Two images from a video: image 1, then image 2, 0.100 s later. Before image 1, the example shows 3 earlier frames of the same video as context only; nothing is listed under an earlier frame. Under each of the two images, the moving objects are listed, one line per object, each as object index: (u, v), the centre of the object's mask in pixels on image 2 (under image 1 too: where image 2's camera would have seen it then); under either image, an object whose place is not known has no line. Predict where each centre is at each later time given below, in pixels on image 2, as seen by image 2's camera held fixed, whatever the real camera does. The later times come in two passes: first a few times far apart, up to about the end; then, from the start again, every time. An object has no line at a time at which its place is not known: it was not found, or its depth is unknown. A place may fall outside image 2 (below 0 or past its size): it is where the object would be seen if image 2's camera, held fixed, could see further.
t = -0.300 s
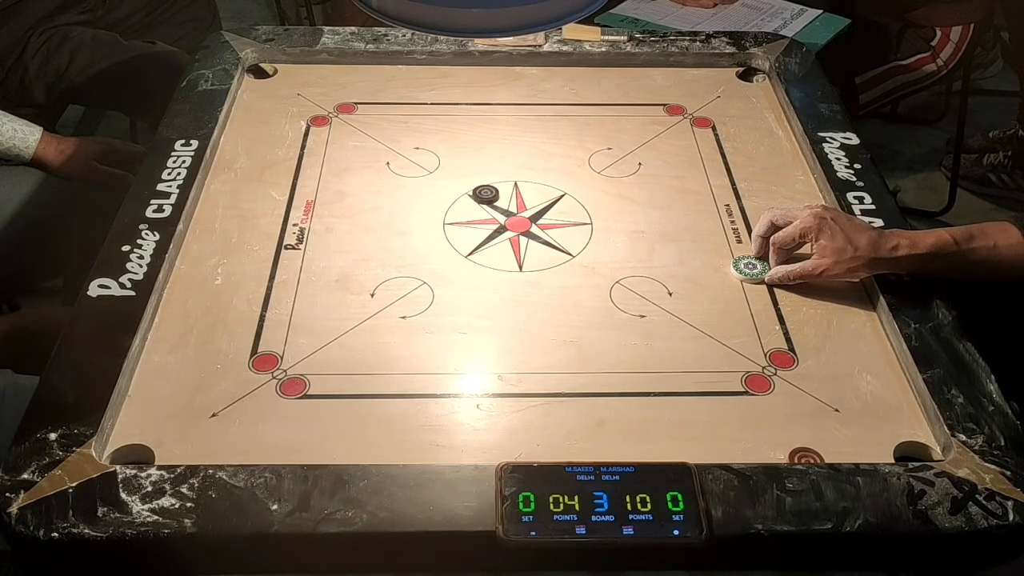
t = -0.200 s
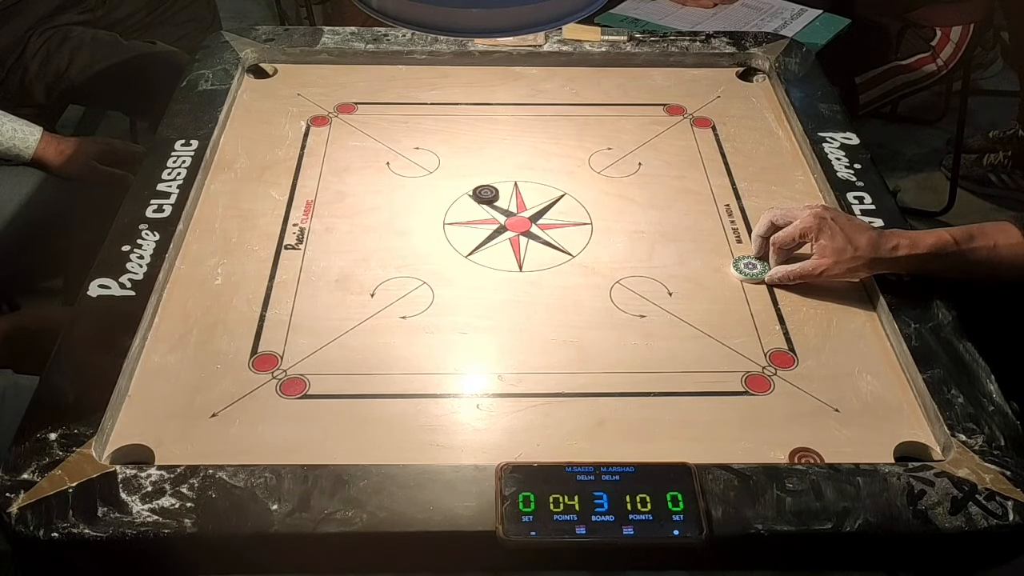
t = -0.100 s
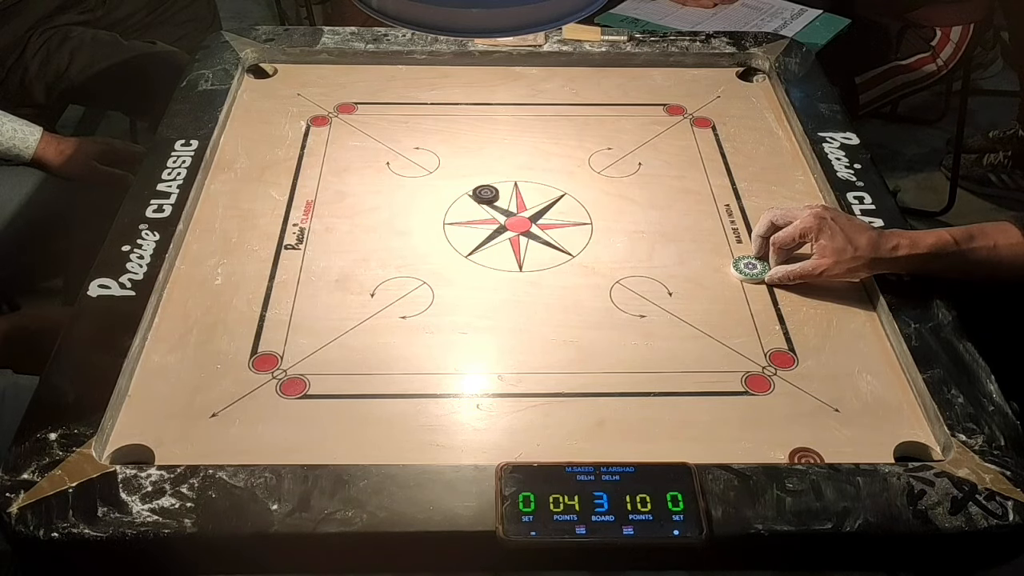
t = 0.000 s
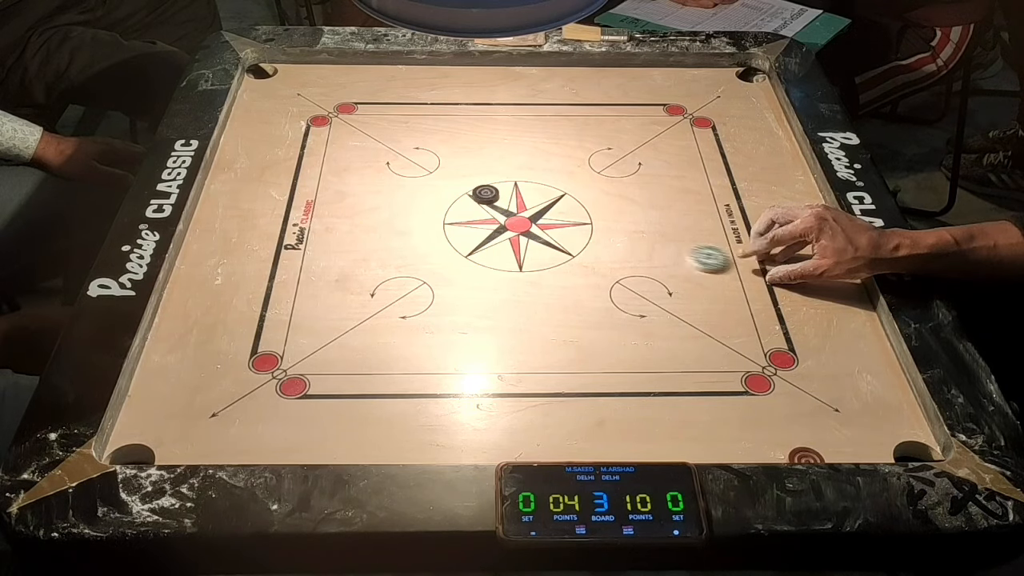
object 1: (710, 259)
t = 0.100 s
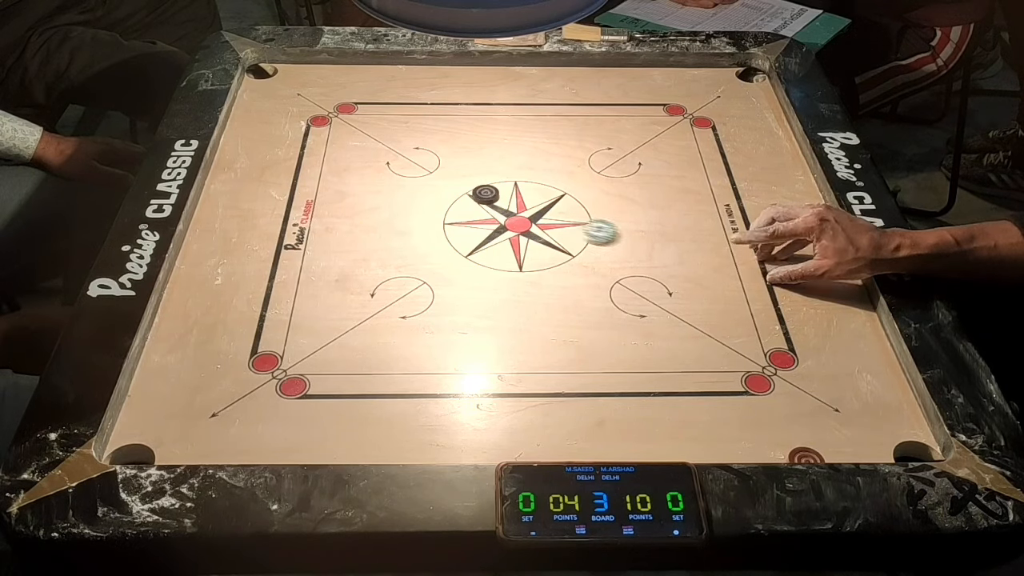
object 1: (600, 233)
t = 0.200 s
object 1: (506, 208)
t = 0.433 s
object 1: (404, 201)
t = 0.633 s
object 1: (365, 198)
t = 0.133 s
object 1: (567, 224)
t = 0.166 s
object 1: (535, 216)
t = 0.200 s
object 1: (506, 208)
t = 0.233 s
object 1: (487, 207)
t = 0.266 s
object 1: (471, 206)
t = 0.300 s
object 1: (454, 205)
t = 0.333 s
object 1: (440, 204)
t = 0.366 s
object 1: (426, 203)
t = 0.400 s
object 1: (415, 202)
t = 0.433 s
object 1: (404, 201)
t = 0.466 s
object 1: (394, 200)
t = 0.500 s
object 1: (386, 199)
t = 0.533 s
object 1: (379, 199)
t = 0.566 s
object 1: (373, 199)
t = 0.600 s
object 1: (368, 198)
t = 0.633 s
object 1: (365, 198)
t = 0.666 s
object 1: (363, 198)
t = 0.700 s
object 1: (362, 198)
